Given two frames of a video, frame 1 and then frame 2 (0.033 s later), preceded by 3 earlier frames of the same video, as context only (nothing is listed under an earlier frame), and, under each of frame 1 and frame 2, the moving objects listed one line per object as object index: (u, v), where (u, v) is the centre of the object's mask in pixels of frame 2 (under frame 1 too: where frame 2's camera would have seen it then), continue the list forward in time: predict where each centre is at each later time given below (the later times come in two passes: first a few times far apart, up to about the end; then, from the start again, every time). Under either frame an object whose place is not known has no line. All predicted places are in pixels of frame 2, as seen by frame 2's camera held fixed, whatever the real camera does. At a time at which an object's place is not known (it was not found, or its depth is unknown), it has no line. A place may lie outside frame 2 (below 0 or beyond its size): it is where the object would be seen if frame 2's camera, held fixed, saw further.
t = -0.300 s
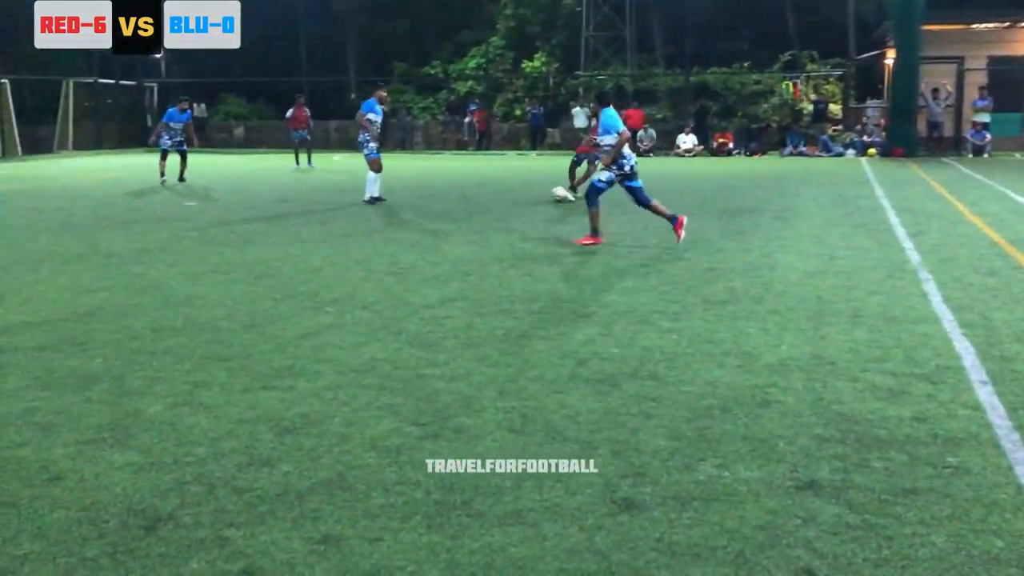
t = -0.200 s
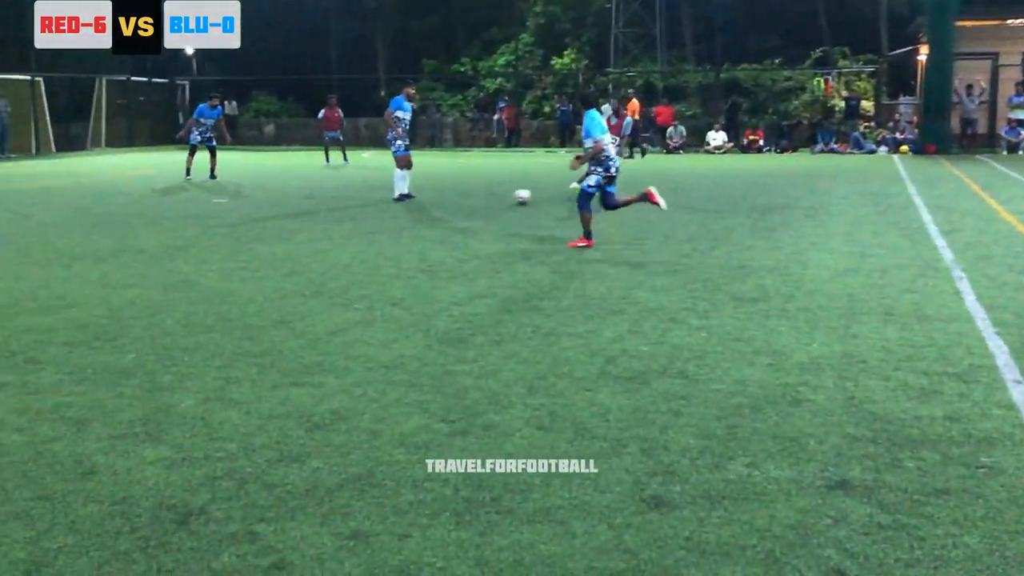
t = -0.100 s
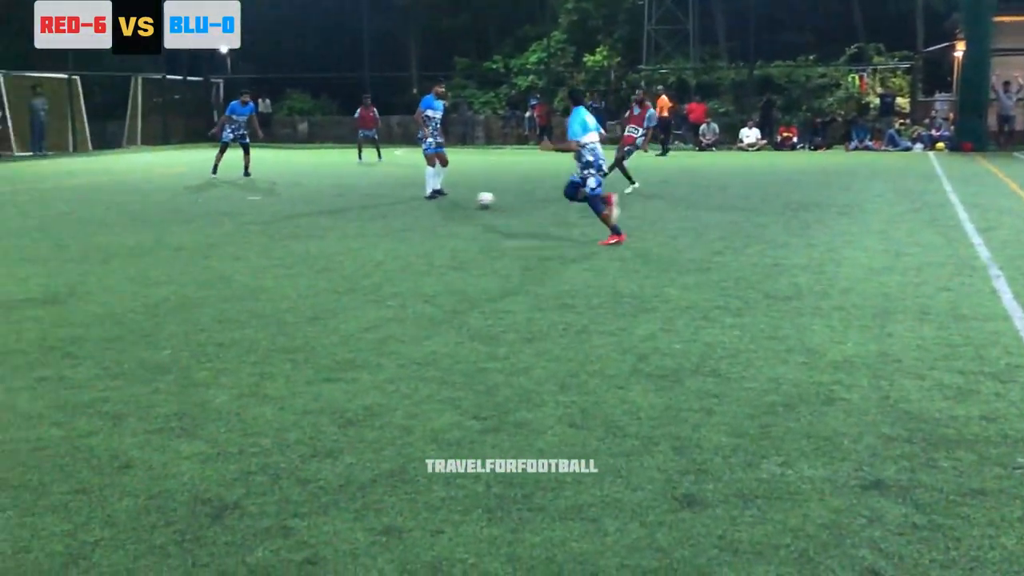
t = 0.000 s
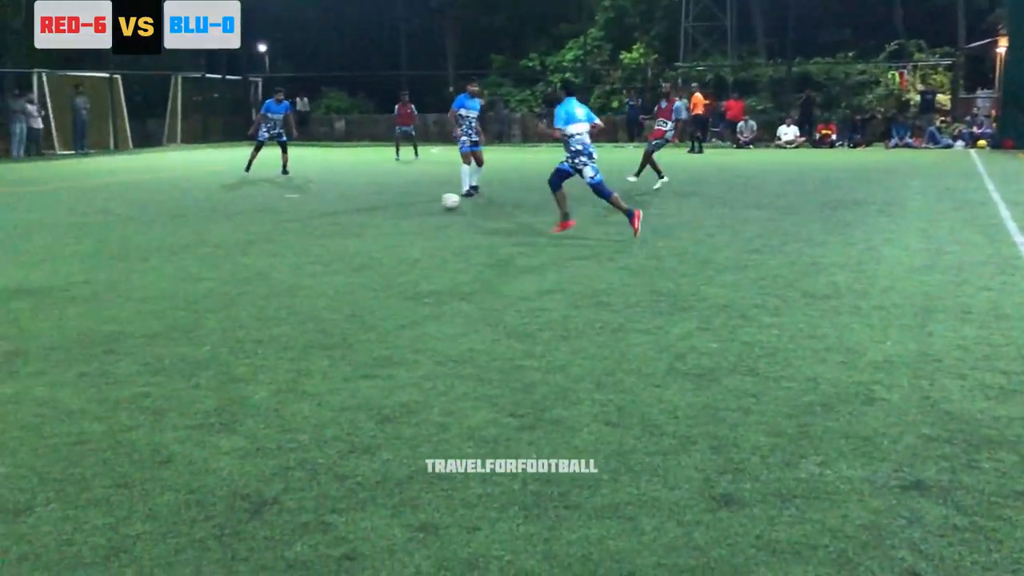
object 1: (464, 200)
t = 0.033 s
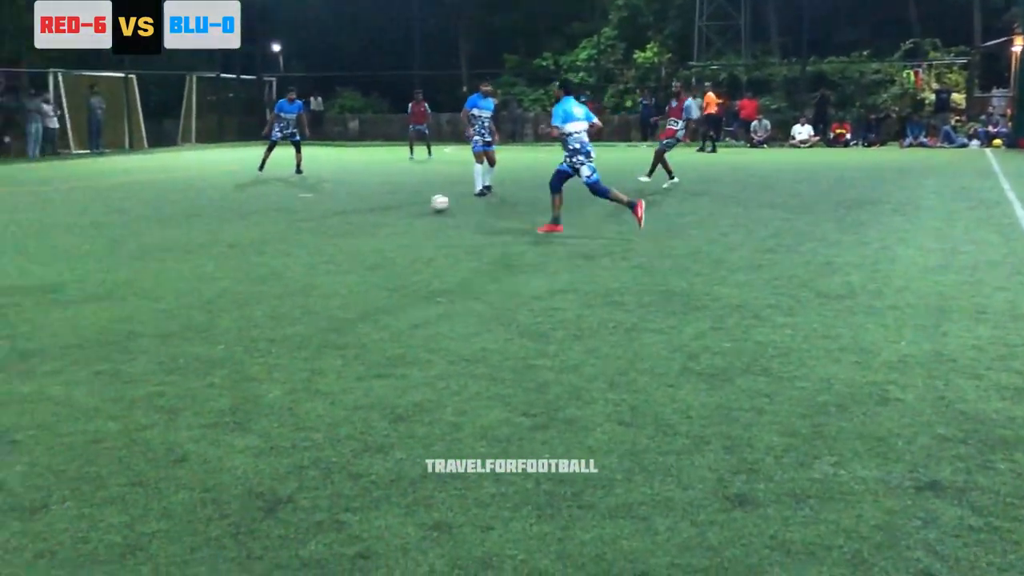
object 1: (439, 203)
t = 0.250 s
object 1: (272, 215)
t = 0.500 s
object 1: (64, 230)
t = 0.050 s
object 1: (427, 204)
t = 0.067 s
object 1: (415, 206)
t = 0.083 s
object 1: (402, 206)
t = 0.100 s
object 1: (389, 207)
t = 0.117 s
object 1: (377, 208)
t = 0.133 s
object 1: (364, 209)
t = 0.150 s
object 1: (350, 210)
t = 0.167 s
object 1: (338, 211)
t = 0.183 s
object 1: (324, 211)
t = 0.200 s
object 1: (311, 212)
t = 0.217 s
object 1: (299, 213)
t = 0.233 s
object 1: (285, 214)
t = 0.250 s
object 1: (272, 215)
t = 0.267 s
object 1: (259, 216)
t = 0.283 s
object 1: (245, 218)
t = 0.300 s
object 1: (232, 218)
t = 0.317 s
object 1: (219, 219)
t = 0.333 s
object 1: (205, 220)
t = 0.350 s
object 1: (191, 221)
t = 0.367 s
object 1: (177, 222)
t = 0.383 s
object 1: (163, 223)
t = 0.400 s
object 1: (149, 223)
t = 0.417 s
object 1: (136, 224)
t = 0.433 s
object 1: (121, 224)
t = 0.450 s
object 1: (106, 225)
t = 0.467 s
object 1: (93, 227)
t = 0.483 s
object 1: (78, 229)
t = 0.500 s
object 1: (64, 230)
